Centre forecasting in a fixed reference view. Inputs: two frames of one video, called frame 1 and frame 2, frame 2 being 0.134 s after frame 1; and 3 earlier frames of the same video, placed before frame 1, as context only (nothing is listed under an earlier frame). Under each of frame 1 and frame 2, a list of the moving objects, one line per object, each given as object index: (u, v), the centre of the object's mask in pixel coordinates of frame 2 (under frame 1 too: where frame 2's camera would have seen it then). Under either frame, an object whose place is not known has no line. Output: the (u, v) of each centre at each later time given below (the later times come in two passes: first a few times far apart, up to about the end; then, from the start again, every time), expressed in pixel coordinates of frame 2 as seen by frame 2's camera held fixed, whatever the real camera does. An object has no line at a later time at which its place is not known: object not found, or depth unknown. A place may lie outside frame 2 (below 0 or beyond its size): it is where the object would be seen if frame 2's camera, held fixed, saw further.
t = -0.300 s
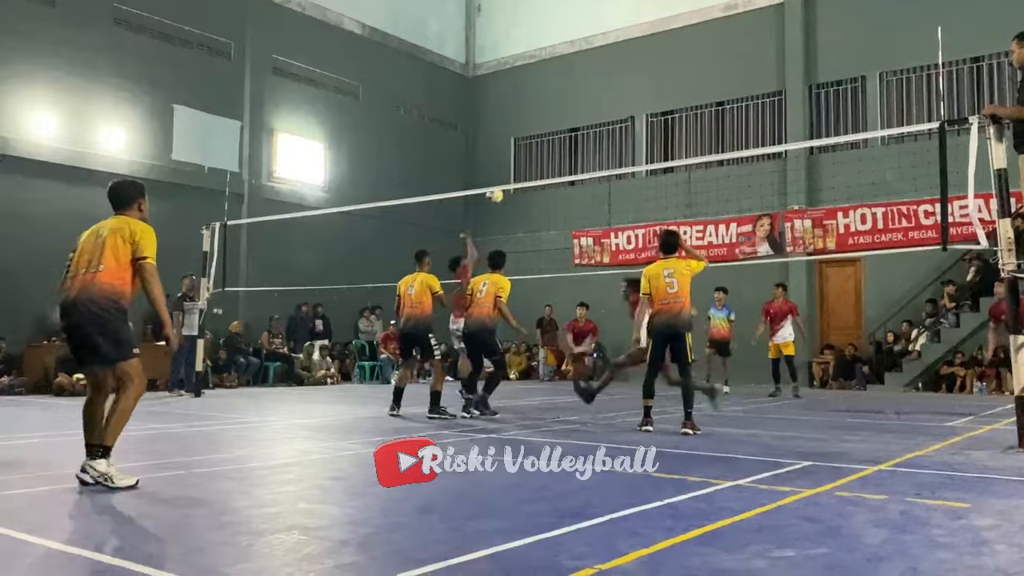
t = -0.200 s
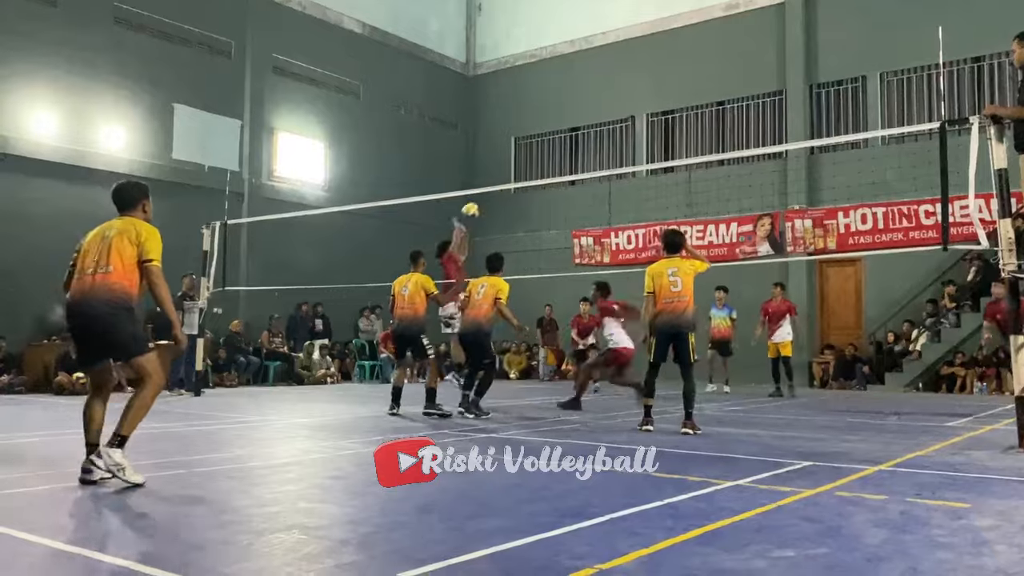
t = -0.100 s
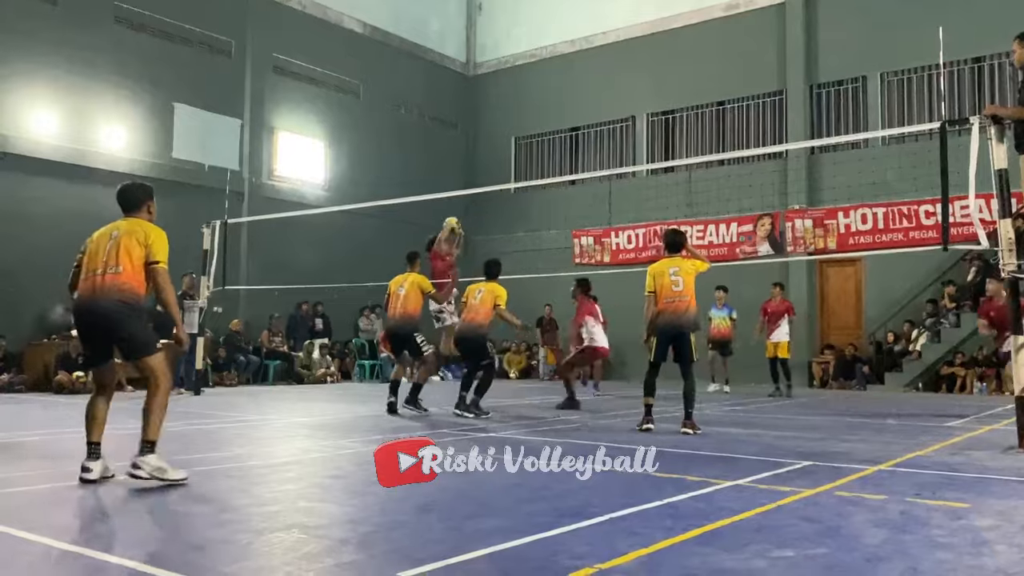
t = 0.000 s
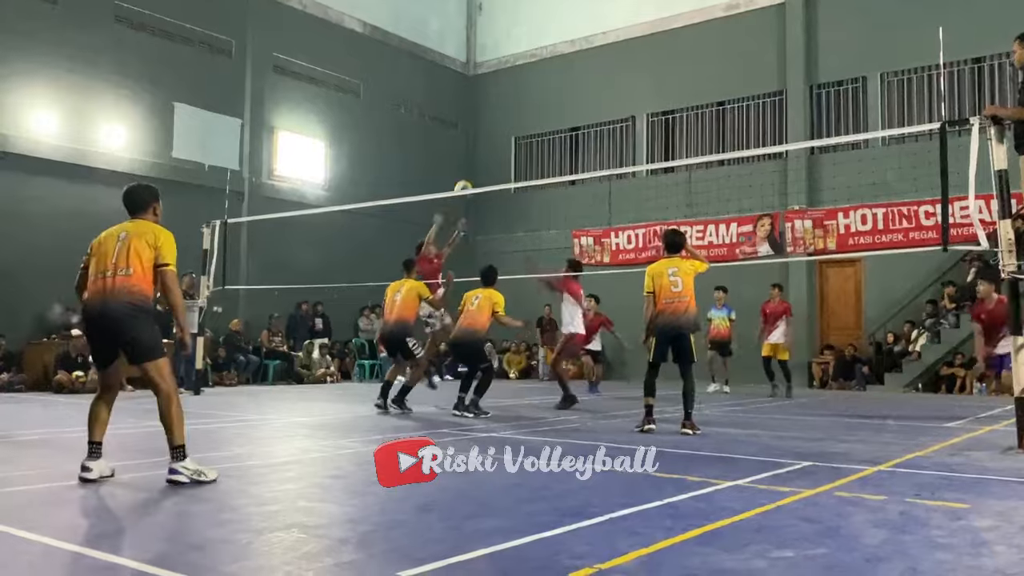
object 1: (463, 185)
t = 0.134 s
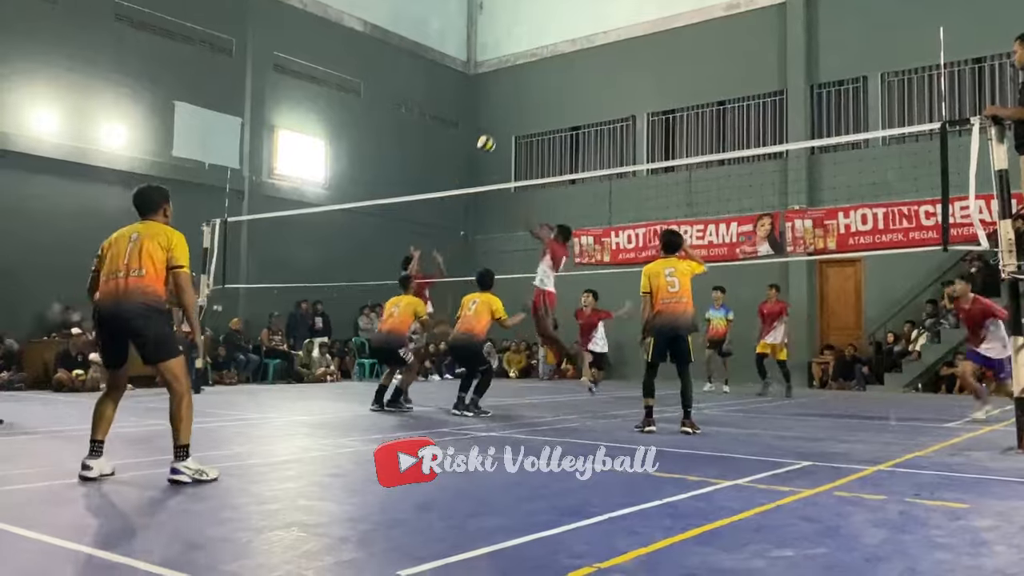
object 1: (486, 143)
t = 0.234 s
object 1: (502, 118)
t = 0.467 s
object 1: (540, 93)
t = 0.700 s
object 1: (579, 110)
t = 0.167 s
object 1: (491, 134)
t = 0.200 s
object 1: (497, 126)
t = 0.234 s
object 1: (502, 118)
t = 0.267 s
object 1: (508, 111)
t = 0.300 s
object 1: (513, 107)
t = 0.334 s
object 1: (519, 102)
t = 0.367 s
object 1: (524, 99)
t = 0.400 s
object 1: (530, 96)
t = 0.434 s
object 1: (535, 94)
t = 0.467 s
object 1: (540, 93)
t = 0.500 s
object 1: (546, 92)
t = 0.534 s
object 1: (551, 92)
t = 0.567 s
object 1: (557, 94)
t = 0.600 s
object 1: (563, 96)
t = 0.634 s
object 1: (568, 99)
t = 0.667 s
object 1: (574, 103)
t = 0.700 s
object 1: (579, 110)
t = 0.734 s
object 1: (584, 116)
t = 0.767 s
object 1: (590, 121)
